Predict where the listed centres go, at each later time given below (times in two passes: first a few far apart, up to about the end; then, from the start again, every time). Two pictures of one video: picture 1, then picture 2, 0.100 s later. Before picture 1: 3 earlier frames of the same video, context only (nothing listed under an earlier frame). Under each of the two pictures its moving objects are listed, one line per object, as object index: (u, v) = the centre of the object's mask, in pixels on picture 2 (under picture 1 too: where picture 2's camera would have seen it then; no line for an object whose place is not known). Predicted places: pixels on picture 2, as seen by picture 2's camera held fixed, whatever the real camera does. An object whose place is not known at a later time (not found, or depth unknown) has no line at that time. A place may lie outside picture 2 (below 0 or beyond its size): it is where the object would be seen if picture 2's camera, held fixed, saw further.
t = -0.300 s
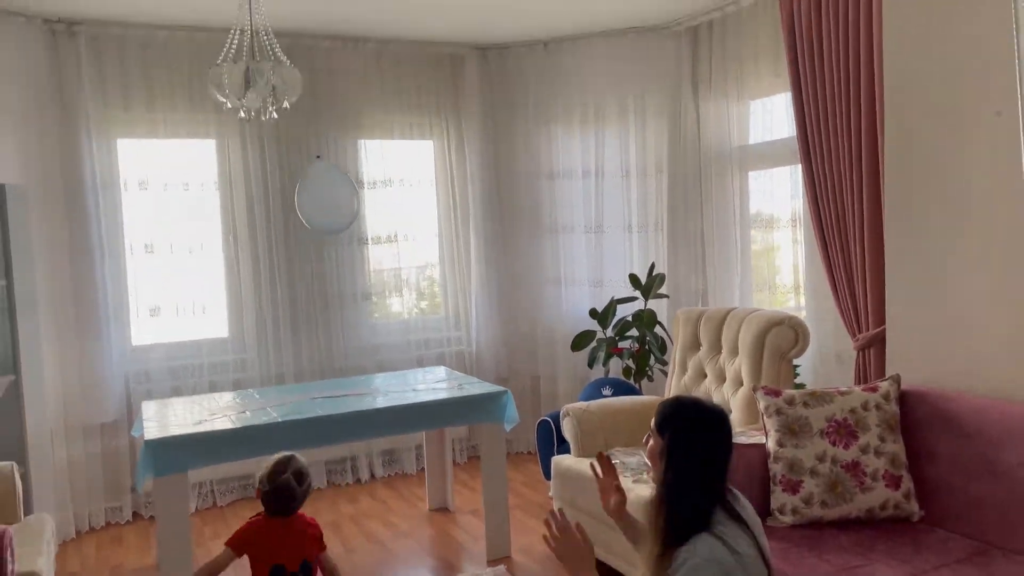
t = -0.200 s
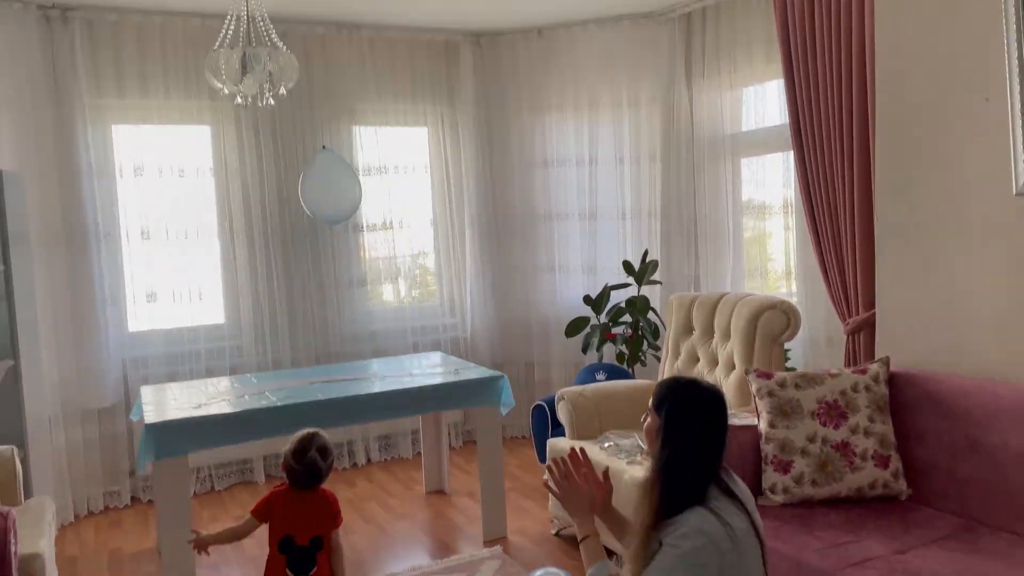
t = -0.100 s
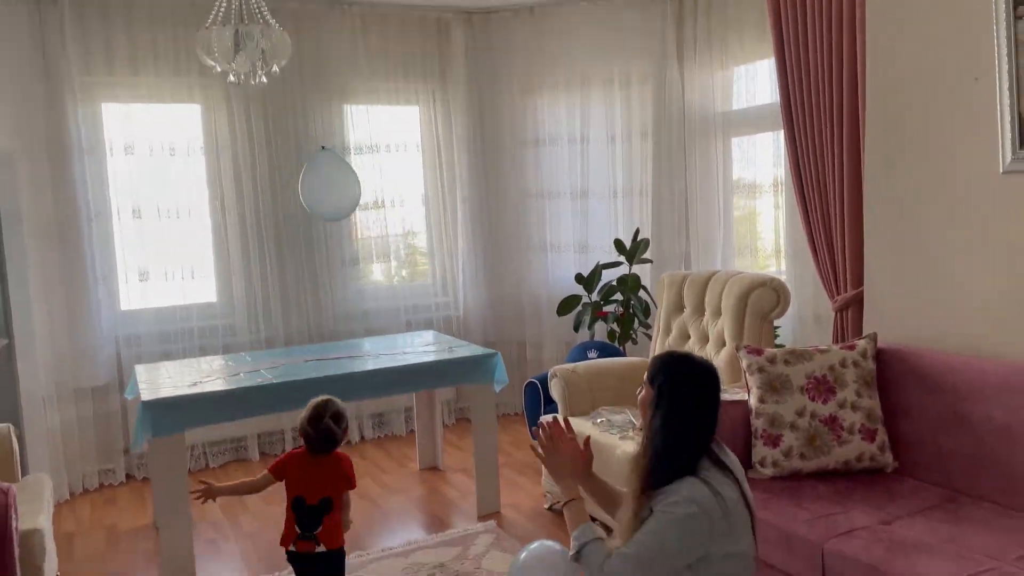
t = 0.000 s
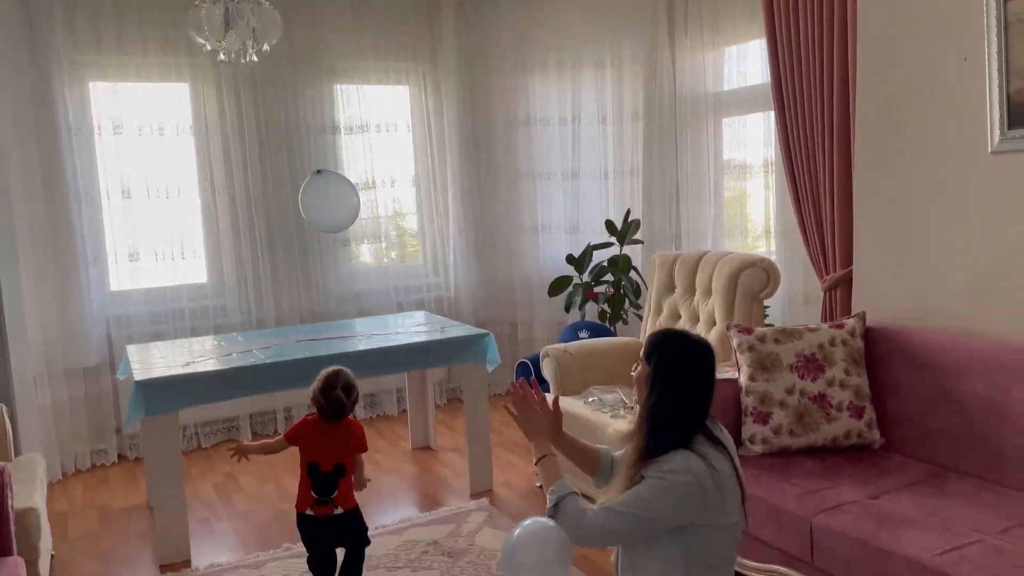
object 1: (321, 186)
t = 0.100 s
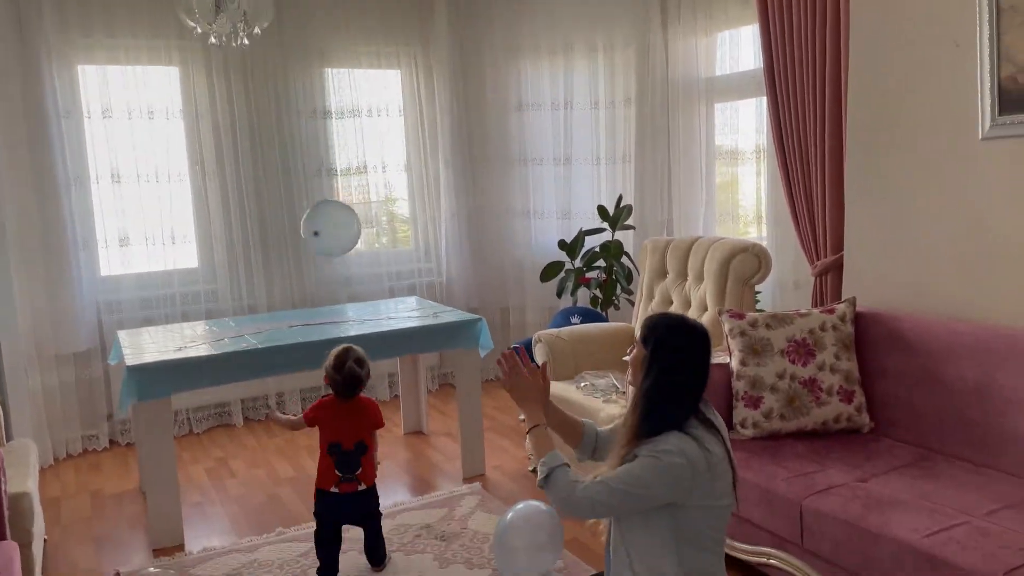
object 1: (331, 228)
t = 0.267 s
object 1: (344, 295)
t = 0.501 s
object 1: (374, 229)
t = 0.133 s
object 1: (333, 244)
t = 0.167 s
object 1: (336, 263)
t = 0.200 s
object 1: (338, 279)
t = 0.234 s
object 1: (340, 298)
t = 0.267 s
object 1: (344, 295)
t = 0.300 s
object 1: (349, 279)
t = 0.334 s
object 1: (354, 266)
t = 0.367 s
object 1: (358, 254)
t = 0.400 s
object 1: (362, 245)
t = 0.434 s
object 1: (366, 238)
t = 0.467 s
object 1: (370, 232)
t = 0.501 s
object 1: (374, 229)
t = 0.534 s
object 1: (377, 227)
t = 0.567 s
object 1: (381, 228)
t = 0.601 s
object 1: (384, 230)
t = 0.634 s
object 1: (388, 234)
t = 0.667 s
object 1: (392, 240)
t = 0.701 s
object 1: (396, 248)
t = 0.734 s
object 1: (399, 257)
